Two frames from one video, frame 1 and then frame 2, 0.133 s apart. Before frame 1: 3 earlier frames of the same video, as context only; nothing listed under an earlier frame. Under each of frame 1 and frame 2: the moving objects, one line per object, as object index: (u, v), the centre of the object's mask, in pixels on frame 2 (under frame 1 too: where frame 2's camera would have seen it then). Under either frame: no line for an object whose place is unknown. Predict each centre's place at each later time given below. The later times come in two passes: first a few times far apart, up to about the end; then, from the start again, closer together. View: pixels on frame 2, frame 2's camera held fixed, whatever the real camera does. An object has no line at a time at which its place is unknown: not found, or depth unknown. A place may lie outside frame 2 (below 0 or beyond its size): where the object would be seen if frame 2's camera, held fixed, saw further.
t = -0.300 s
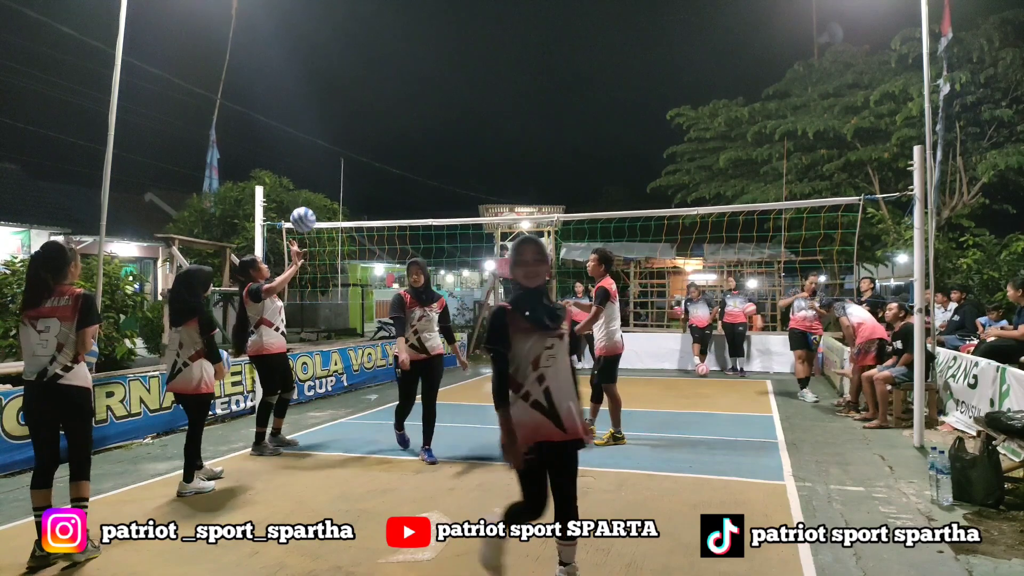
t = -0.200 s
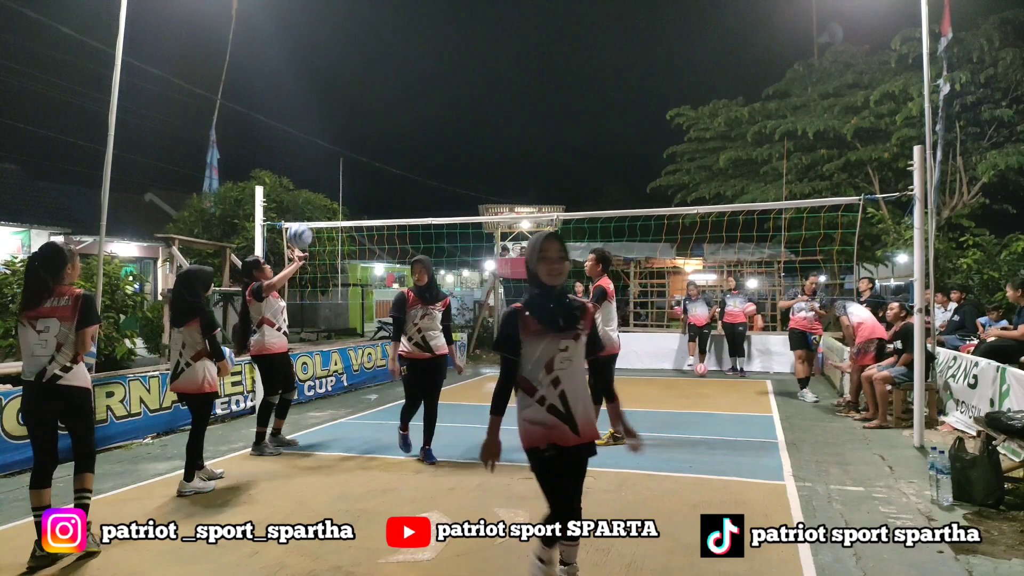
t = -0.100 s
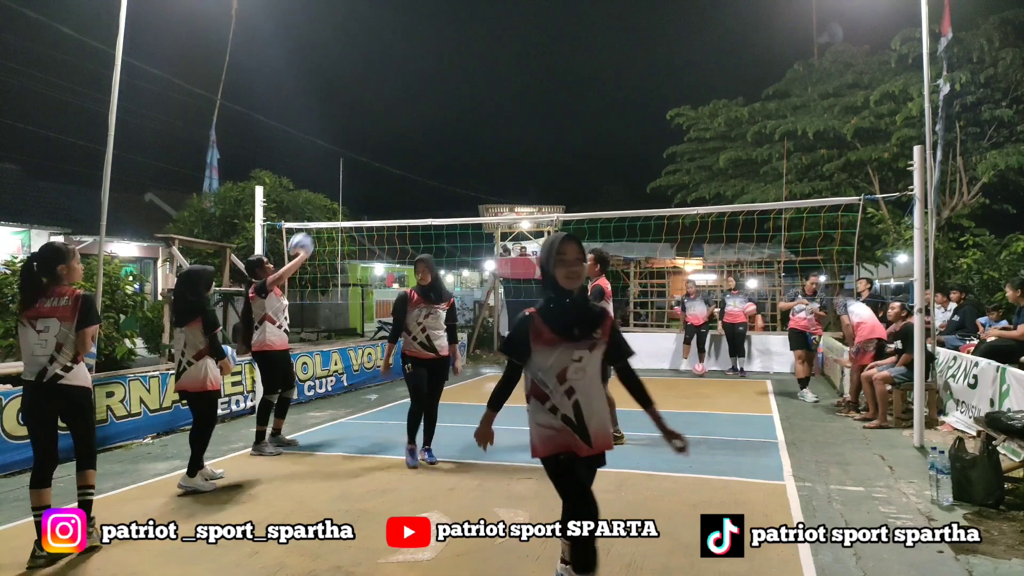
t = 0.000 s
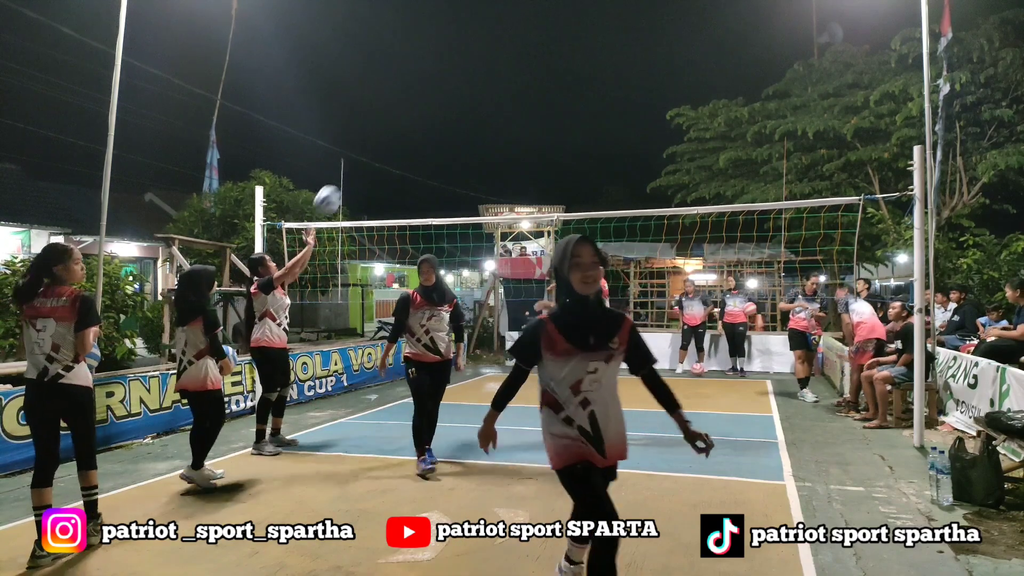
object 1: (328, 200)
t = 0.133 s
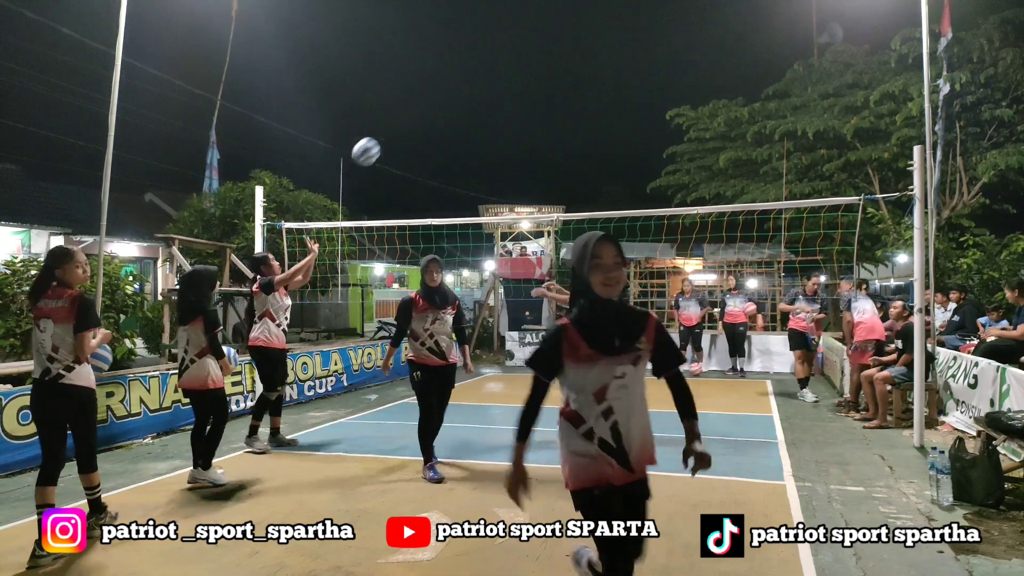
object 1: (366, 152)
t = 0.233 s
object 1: (394, 128)
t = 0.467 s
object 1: (459, 118)
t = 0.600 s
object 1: (495, 139)
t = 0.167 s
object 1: (376, 143)
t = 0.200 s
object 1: (385, 135)
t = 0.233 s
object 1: (394, 128)
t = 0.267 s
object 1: (404, 123)
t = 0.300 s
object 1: (413, 119)
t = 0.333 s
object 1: (422, 117)
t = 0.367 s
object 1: (432, 115)
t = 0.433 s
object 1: (450, 116)
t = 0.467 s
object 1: (459, 118)
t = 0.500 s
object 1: (468, 121)
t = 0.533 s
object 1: (477, 126)
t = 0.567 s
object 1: (486, 132)
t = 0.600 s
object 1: (495, 139)
